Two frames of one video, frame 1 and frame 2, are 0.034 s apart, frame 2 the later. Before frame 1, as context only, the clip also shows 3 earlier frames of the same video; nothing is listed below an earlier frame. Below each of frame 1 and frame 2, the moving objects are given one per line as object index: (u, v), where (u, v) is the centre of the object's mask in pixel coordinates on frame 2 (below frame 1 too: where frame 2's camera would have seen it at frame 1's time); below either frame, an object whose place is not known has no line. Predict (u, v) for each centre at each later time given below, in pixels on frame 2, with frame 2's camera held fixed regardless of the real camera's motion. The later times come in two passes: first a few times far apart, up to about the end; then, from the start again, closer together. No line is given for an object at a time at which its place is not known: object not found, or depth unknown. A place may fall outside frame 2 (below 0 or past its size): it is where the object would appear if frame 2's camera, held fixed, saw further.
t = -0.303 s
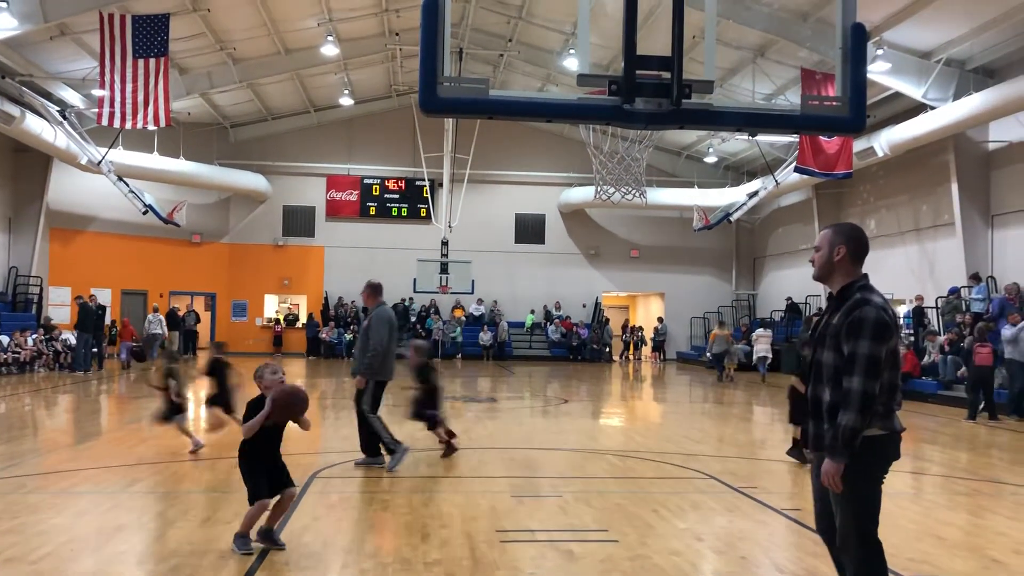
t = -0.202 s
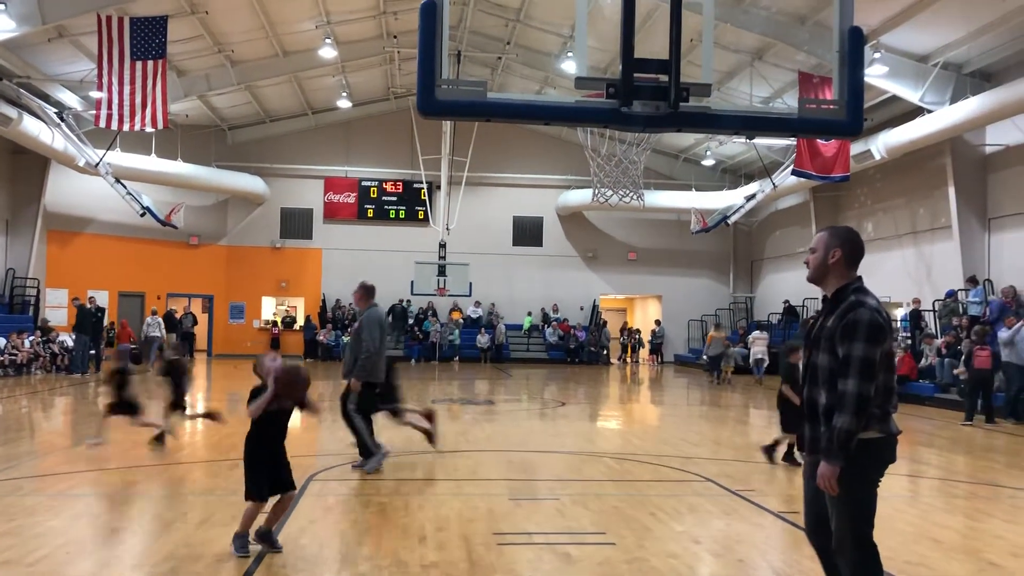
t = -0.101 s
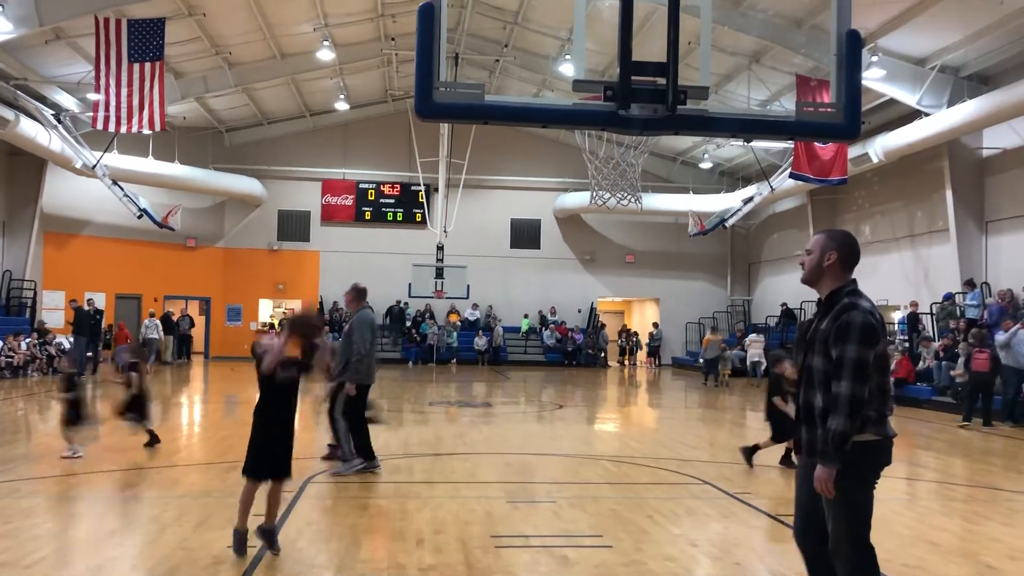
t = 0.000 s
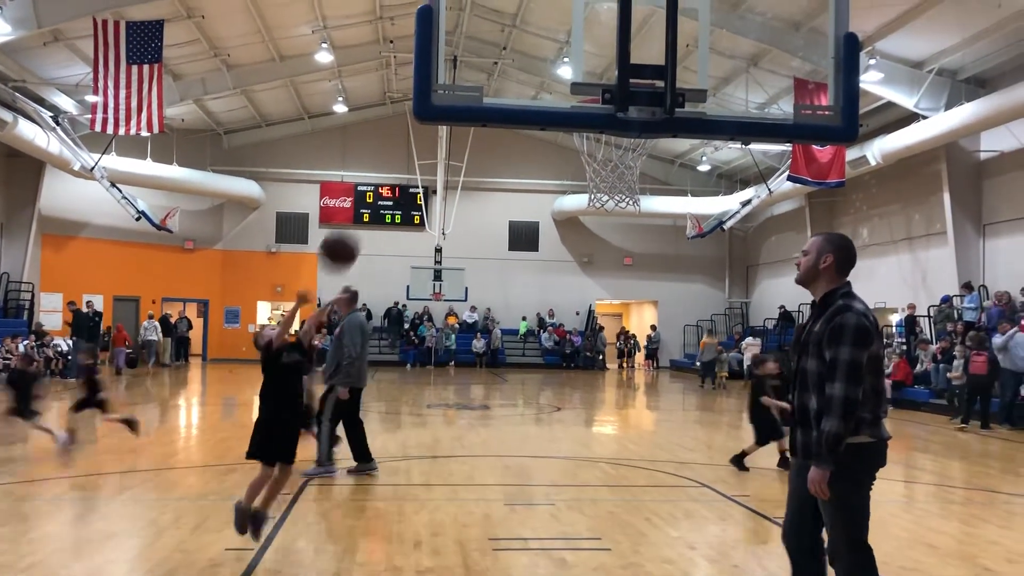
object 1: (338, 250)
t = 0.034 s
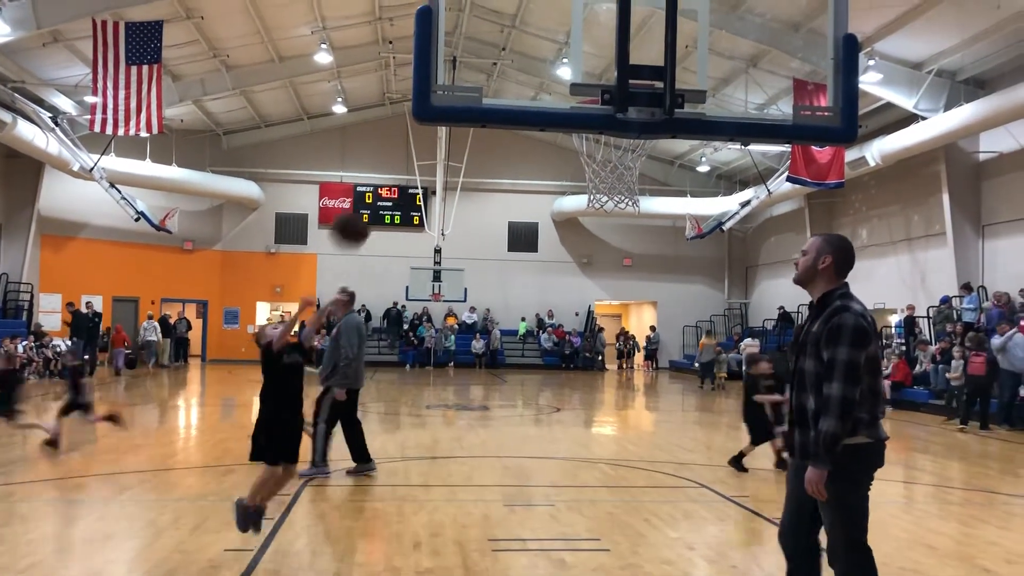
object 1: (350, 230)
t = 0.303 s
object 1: (461, 80)
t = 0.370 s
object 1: (490, 77)
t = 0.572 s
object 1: (565, 87)
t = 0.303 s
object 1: (461, 80)
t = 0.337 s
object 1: (476, 79)
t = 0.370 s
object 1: (490, 77)
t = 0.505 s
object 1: (547, 75)
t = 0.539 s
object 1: (559, 78)
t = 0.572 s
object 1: (565, 87)
